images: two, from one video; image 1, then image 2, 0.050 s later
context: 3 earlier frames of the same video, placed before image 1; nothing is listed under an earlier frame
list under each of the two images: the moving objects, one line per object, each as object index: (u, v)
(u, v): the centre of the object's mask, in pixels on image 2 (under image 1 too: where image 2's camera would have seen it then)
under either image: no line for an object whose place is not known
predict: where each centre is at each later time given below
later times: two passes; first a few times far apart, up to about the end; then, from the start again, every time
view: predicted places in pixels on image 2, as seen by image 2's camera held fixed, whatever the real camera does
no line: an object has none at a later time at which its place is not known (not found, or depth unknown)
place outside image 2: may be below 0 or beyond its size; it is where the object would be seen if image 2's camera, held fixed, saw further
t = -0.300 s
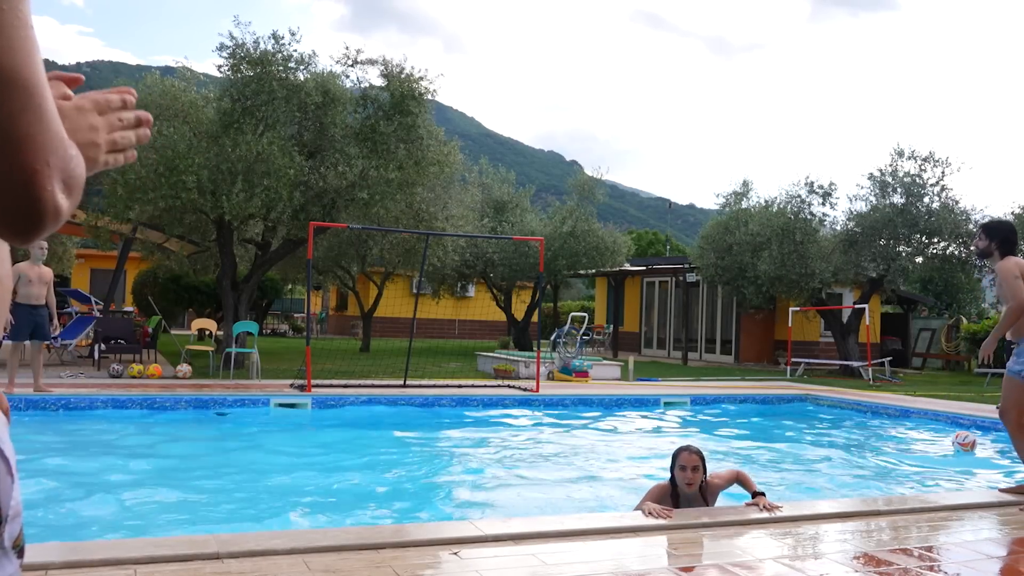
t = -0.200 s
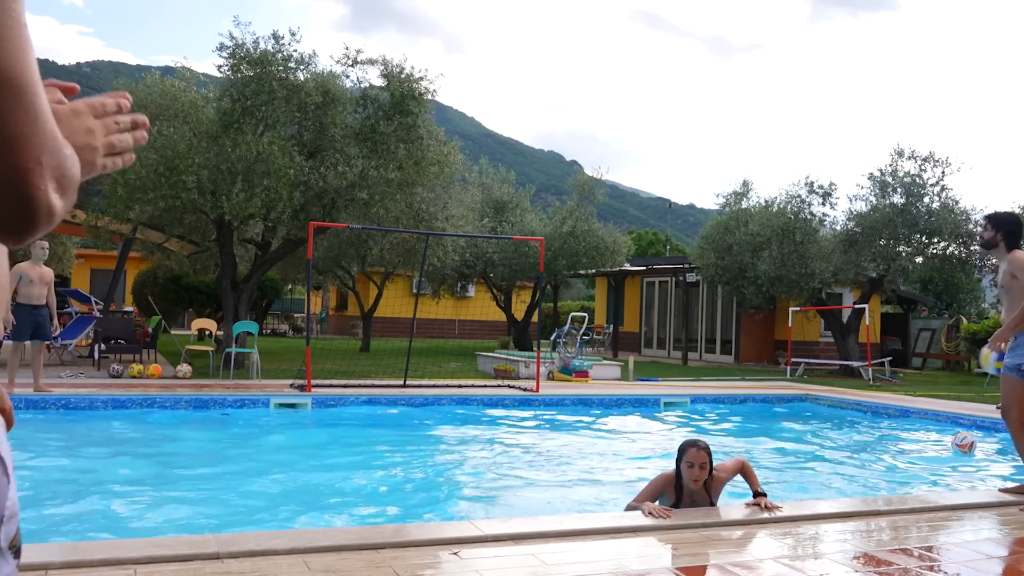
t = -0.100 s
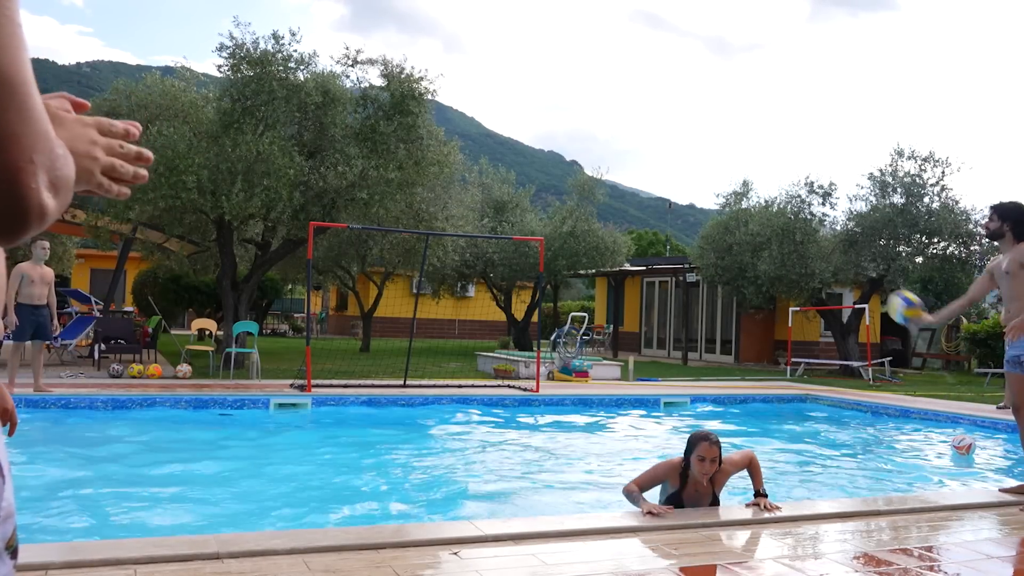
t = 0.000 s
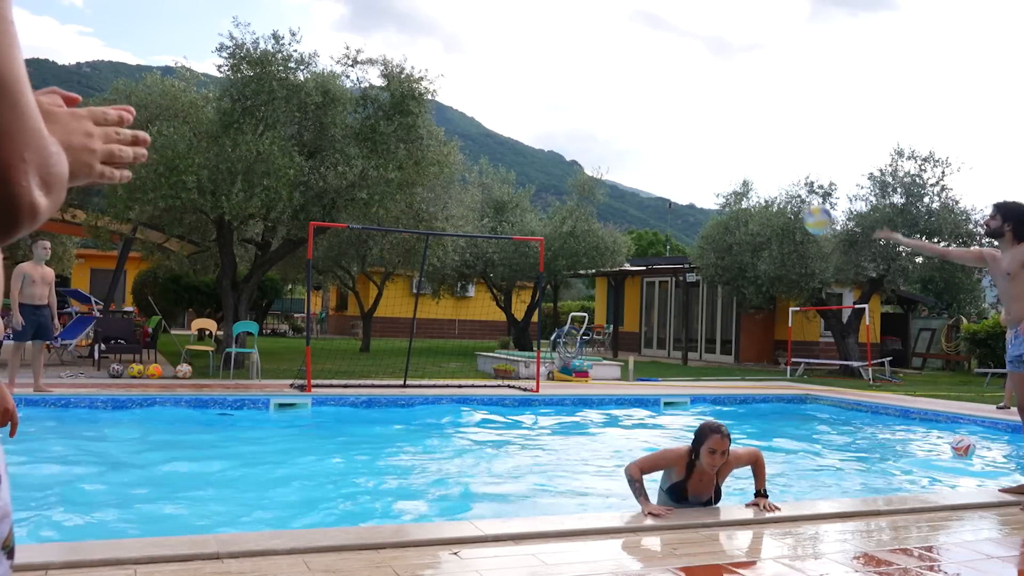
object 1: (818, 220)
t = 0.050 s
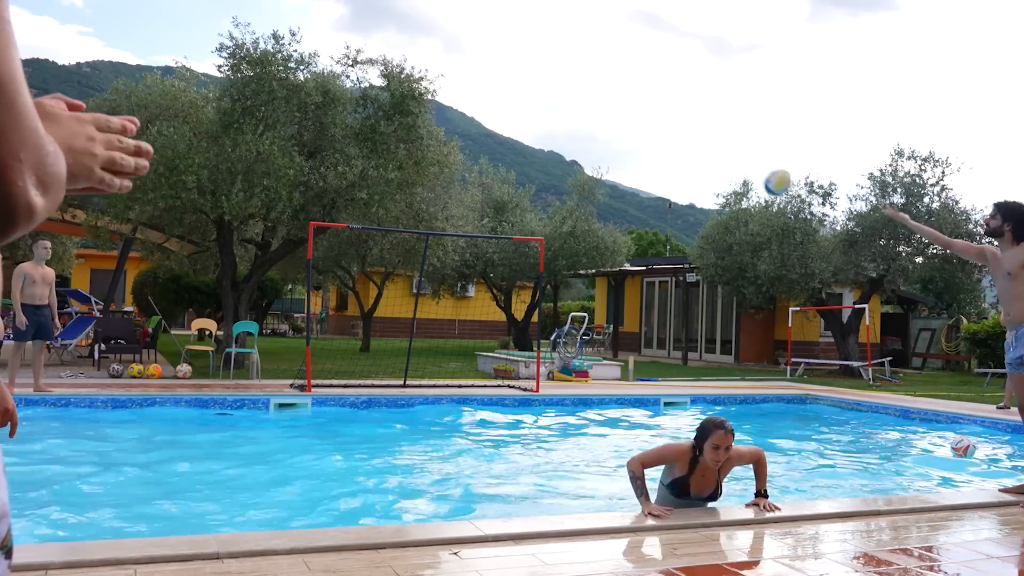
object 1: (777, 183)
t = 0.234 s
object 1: (645, 89)
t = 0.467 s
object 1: (498, 48)
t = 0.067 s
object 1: (765, 171)
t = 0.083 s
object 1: (752, 161)
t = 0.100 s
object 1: (739, 151)
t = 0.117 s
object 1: (727, 142)
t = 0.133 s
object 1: (714, 133)
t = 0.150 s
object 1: (703, 124)
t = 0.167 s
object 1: (691, 116)
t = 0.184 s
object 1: (680, 109)
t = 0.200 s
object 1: (668, 102)
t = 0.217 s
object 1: (656, 95)
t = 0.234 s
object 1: (645, 89)
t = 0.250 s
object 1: (633, 83)
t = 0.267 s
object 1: (622, 78)
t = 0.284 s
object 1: (611, 73)
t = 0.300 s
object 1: (600, 69)
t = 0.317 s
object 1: (589, 66)
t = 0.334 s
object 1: (578, 62)
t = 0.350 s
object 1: (568, 59)
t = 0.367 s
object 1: (557, 56)
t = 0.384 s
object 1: (547, 54)
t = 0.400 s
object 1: (537, 52)
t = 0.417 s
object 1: (527, 51)
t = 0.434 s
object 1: (517, 50)
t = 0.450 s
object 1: (507, 49)
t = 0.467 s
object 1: (498, 48)
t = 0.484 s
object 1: (488, 48)
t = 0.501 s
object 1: (479, 48)
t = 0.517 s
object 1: (470, 49)
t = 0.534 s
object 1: (461, 49)
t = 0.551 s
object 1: (451, 50)
